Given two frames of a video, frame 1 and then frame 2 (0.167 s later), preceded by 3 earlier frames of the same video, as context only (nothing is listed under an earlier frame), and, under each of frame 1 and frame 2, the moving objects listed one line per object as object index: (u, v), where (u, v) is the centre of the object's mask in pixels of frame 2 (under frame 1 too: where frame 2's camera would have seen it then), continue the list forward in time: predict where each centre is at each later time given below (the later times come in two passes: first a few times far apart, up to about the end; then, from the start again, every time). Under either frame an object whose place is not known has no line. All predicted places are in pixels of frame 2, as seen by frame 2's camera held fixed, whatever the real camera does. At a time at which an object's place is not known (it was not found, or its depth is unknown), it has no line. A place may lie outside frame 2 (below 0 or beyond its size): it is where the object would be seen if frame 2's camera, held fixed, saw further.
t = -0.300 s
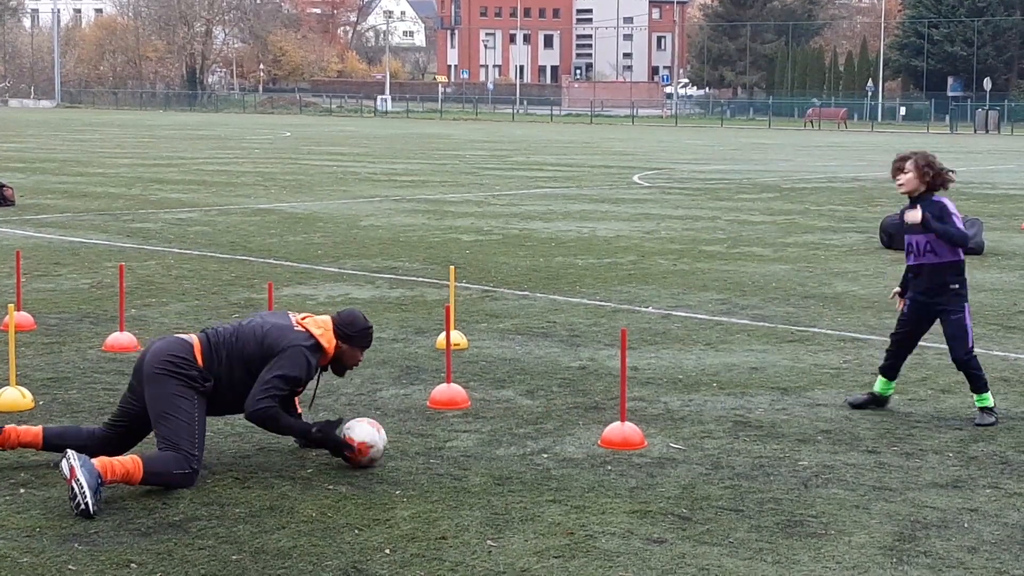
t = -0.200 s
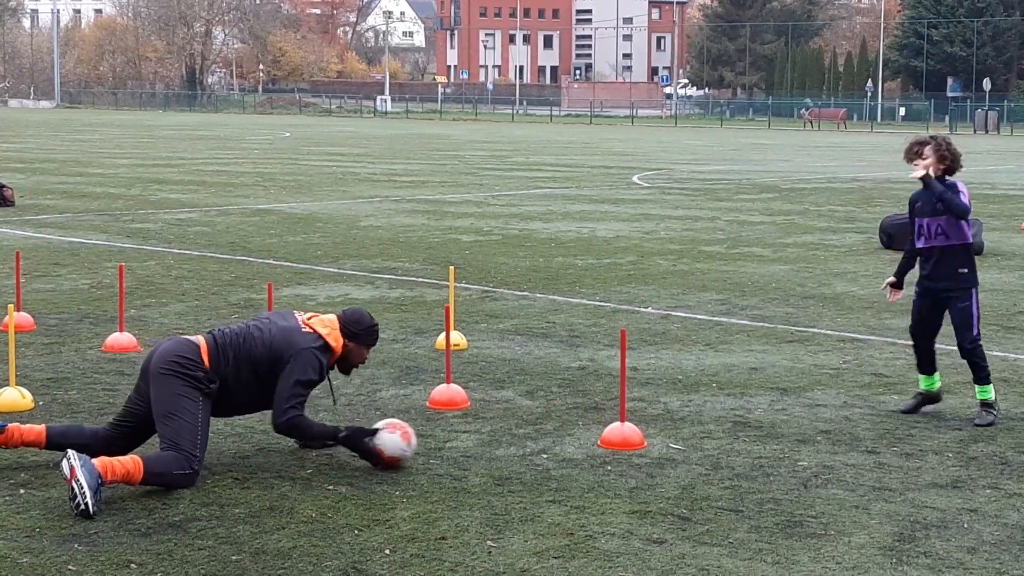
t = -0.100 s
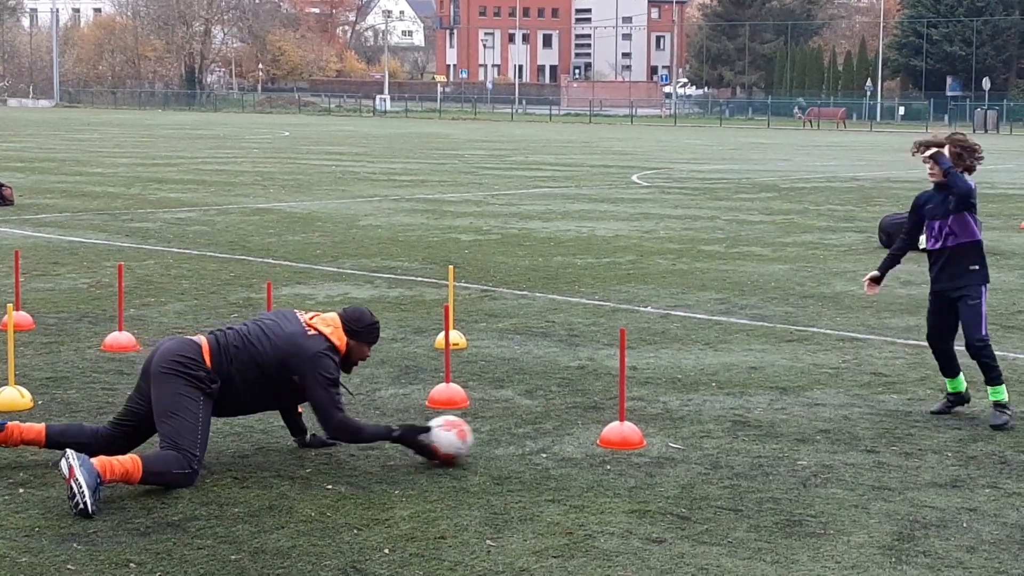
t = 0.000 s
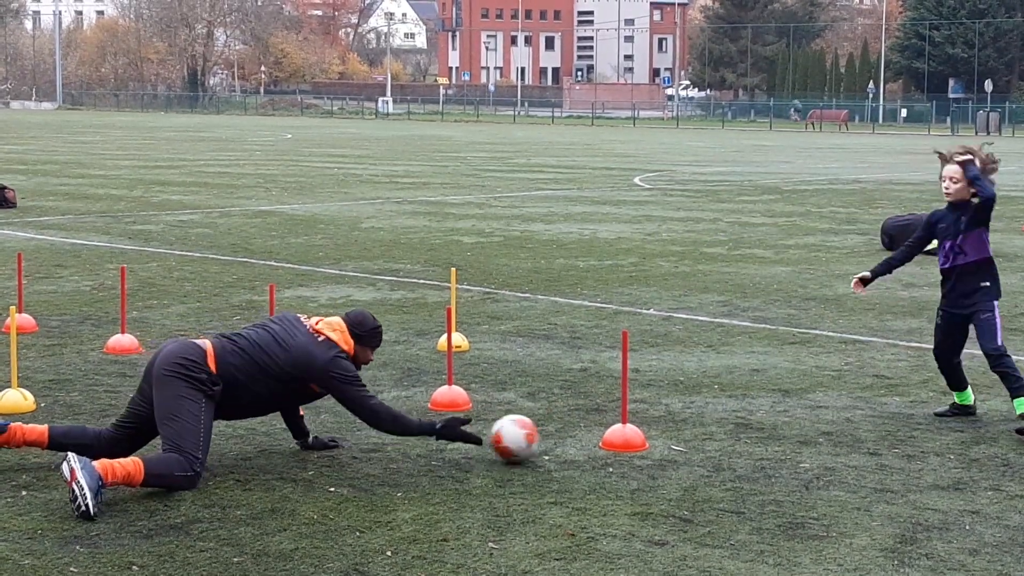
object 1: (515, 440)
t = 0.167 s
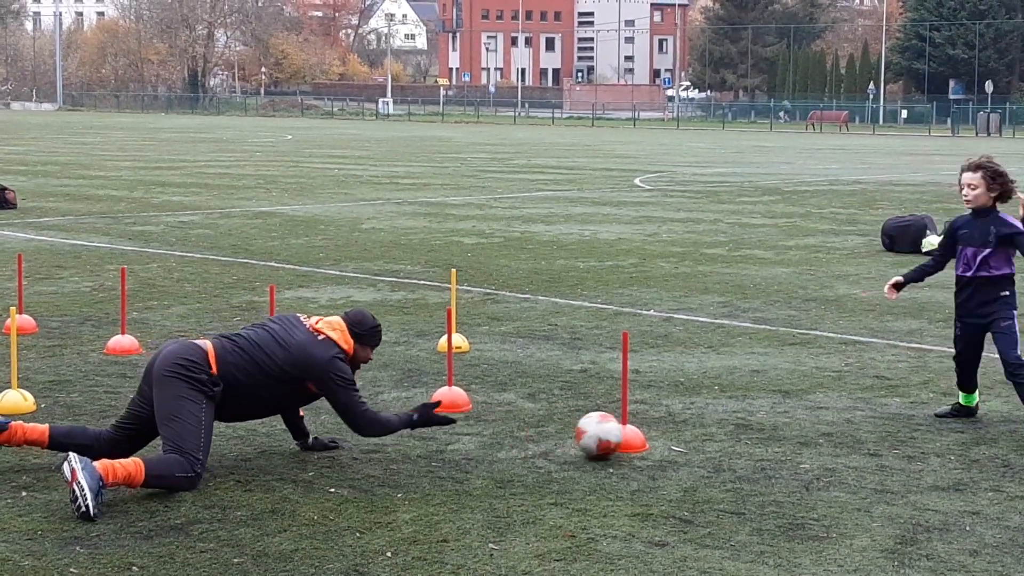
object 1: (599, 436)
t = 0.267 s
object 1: (638, 433)
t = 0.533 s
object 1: (737, 431)
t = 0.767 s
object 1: (819, 429)
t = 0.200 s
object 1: (612, 435)
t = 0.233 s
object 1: (626, 434)
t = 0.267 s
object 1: (638, 433)
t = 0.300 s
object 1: (650, 433)
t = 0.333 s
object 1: (662, 433)
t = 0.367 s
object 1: (675, 433)
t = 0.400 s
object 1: (687, 433)
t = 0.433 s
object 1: (701, 432)
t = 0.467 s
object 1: (713, 432)
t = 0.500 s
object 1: (725, 431)
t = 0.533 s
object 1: (737, 431)
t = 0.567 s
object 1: (750, 430)
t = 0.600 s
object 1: (762, 430)
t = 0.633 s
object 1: (773, 429)
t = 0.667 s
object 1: (785, 428)
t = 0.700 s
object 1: (796, 430)
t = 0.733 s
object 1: (808, 429)
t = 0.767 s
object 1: (819, 429)
